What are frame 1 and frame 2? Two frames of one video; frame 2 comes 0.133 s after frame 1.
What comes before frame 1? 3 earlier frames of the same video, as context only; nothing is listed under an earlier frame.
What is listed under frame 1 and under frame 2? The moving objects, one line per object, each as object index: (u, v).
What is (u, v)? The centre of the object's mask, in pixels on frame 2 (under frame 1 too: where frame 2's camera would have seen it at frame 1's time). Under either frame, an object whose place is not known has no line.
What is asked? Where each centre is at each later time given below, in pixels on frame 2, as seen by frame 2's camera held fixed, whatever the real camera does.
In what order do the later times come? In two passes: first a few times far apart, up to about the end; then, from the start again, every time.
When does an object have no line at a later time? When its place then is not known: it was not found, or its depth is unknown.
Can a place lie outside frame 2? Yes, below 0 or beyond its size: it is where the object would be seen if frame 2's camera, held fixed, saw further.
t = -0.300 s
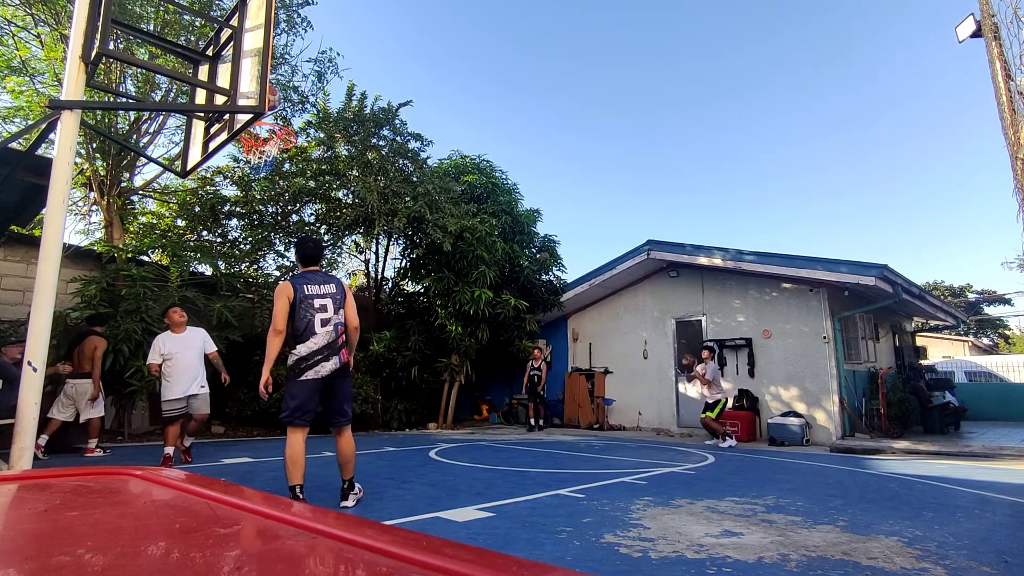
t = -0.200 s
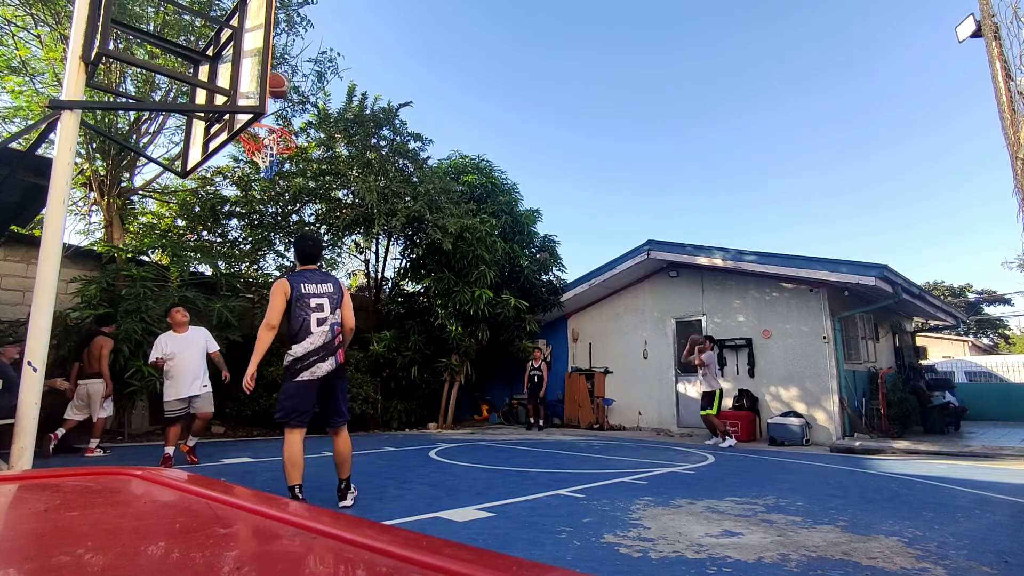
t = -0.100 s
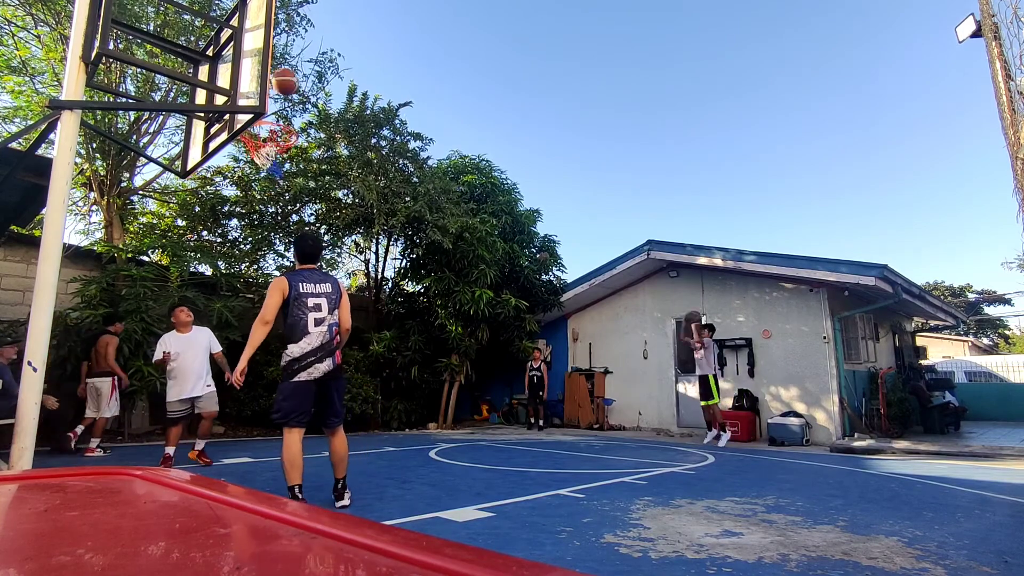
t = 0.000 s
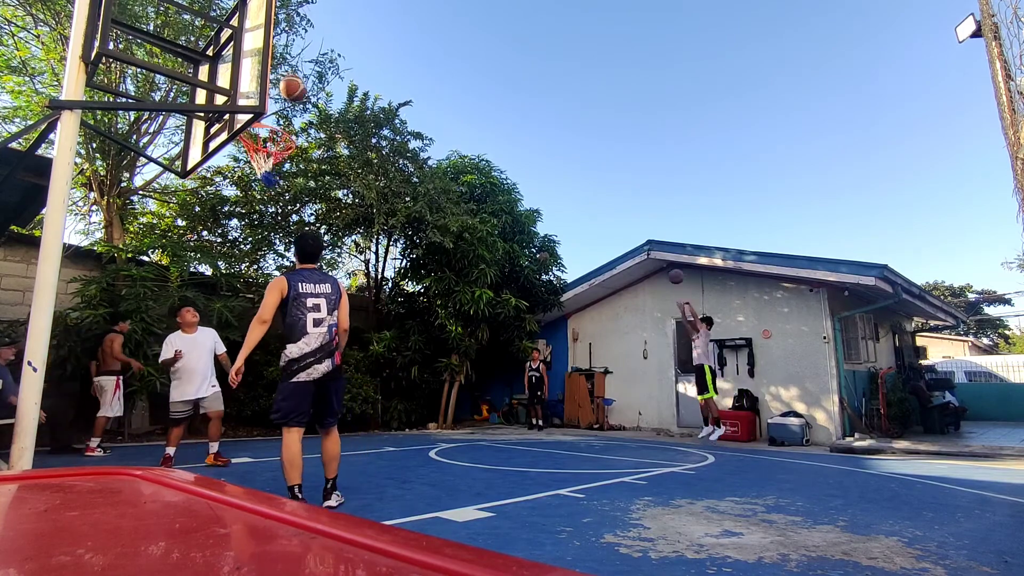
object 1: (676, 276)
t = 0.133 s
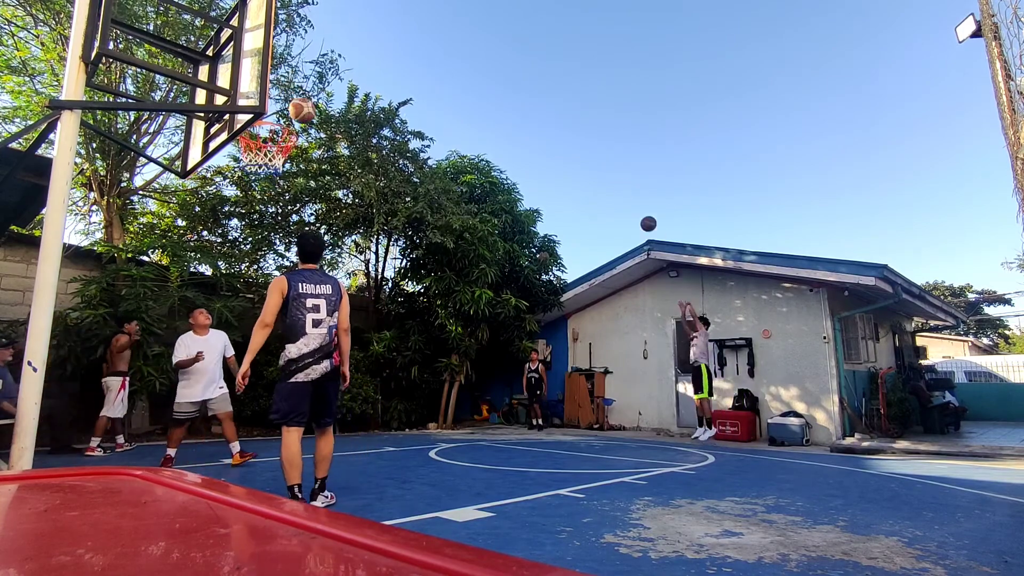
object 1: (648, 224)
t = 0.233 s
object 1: (626, 189)
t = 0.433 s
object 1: (578, 131)
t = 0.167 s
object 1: (641, 212)
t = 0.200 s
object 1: (634, 200)
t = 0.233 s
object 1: (626, 189)
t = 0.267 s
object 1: (619, 178)
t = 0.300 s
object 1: (611, 168)
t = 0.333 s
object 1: (603, 158)
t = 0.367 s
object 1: (595, 148)
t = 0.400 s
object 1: (587, 140)
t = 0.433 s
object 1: (578, 131)
